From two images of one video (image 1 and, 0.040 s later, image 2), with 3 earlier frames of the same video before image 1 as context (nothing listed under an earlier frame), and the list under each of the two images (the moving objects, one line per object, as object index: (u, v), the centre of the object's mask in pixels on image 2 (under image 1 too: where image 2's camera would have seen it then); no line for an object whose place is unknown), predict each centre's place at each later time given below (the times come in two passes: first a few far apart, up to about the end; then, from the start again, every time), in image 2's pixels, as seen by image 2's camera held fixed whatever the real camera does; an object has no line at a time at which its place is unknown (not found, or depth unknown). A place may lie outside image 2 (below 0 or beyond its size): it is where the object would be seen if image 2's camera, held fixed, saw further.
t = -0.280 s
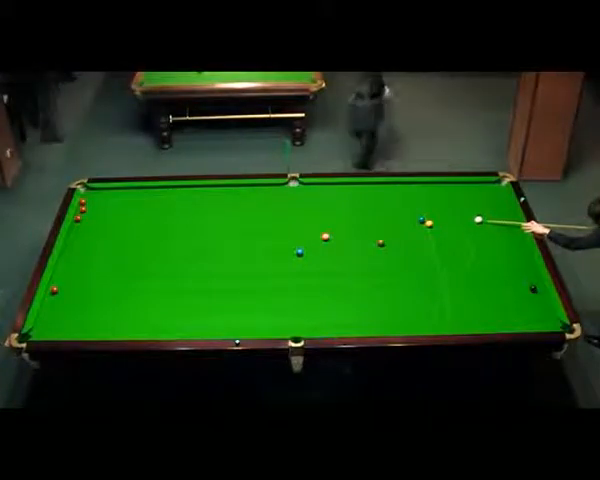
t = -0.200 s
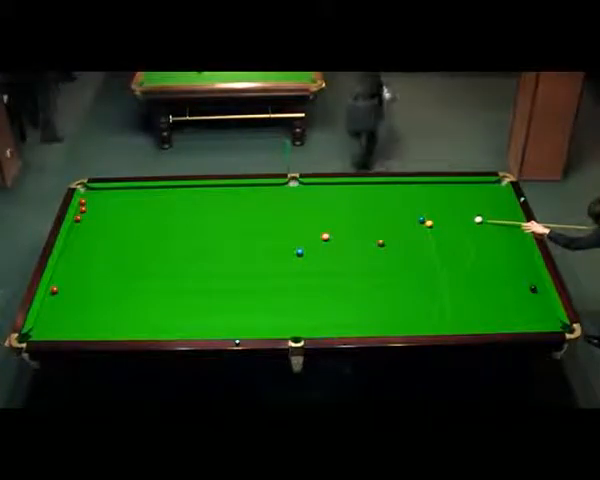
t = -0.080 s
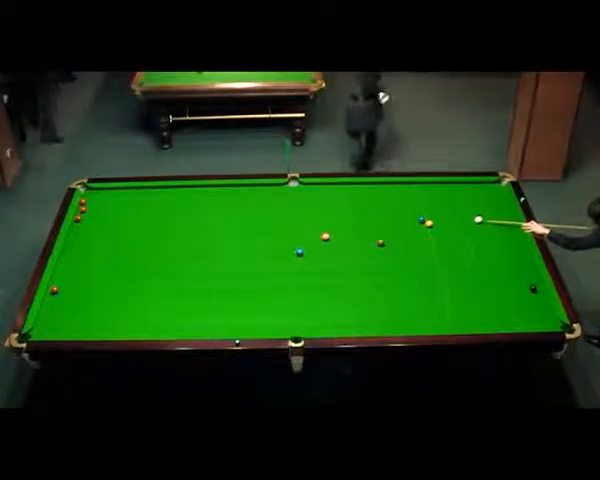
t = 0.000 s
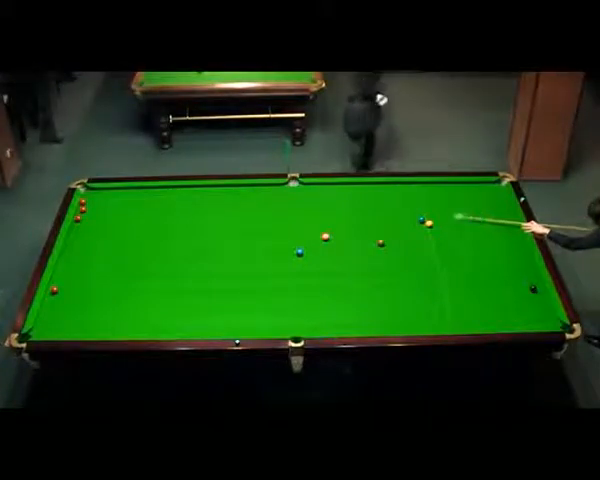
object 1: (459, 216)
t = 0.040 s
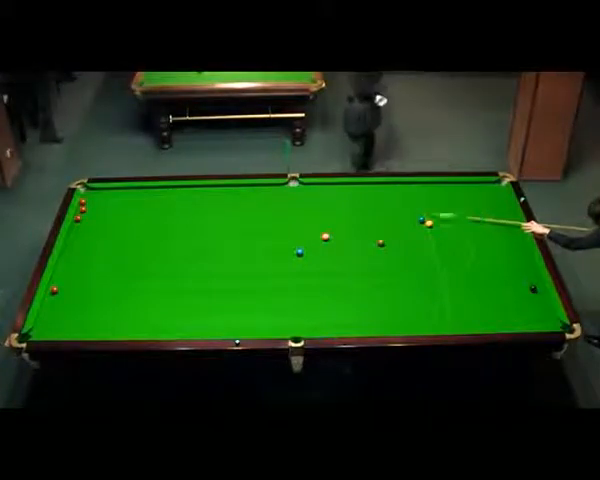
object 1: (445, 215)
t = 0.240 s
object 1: (392, 208)
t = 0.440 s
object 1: (351, 204)
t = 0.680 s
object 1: (297, 196)
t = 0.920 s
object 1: (246, 191)
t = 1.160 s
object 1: (196, 186)
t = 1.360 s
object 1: (159, 191)
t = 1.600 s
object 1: (114, 196)
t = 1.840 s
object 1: (85, 196)
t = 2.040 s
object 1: (96, 192)
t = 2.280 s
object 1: (105, 189)
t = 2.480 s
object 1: (111, 192)
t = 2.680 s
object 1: (116, 193)
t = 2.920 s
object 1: (122, 195)
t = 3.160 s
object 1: (126, 197)
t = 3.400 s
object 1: (130, 198)
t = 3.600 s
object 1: (134, 200)
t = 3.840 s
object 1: (138, 200)
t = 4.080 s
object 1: (141, 202)
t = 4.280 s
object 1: (143, 202)
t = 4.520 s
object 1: (145, 203)
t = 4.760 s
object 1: (147, 203)
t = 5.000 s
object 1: (148, 204)
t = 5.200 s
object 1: (148, 204)
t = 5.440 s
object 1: (148, 204)
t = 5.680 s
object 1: (148, 204)
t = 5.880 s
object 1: (148, 204)
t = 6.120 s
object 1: (148, 204)
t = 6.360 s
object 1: (148, 204)
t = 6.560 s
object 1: (149, 204)
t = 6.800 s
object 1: (148, 204)
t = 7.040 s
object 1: (148, 204)
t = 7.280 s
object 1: (149, 204)
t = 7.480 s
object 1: (149, 204)
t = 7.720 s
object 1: (149, 204)
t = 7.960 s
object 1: (149, 204)
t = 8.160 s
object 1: (149, 204)
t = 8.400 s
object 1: (149, 204)
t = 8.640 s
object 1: (149, 204)
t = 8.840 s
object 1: (149, 204)
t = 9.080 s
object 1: (149, 205)
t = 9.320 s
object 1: (149, 204)
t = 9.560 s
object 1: (149, 204)
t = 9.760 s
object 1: (149, 204)
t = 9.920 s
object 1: (149, 204)
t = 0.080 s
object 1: (434, 213)
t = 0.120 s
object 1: (423, 212)
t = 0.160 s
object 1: (413, 210)
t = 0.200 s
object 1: (405, 209)
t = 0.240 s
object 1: (392, 208)
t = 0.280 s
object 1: (386, 207)
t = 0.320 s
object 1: (378, 206)
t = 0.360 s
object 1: (366, 205)
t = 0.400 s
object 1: (359, 204)
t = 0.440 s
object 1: (351, 204)
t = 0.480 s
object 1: (339, 202)
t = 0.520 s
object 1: (332, 201)
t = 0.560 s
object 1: (324, 200)
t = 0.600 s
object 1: (313, 197)
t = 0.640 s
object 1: (306, 196)
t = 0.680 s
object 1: (297, 196)
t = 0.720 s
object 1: (288, 195)
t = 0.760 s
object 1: (279, 195)
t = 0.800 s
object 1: (271, 194)
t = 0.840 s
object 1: (261, 193)
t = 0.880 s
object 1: (253, 192)
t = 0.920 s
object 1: (246, 191)
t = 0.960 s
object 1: (236, 190)
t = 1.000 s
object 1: (229, 189)
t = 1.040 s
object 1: (221, 189)
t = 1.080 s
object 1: (213, 188)
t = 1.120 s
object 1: (205, 185)
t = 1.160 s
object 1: (196, 186)
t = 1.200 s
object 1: (191, 189)
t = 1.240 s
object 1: (182, 189)
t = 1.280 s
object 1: (177, 189)
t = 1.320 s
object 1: (166, 191)
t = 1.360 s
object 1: (159, 191)
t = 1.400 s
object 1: (152, 192)
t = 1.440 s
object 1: (145, 192)
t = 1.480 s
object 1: (138, 194)
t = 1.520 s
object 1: (130, 194)
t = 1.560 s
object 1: (123, 194)
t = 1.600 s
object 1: (114, 196)
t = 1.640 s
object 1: (110, 196)
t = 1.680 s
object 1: (101, 197)
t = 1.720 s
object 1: (94, 198)
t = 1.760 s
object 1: (87, 198)
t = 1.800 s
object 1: (86, 197)
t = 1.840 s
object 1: (85, 196)
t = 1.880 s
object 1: (88, 195)
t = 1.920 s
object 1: (90, 194)
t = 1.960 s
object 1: (92, 193)
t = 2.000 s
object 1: (94, 193)
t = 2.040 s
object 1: (96, 192)
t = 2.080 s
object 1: (98, 191)
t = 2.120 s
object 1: (99, 191)
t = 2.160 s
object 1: (101, 190)
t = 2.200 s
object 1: (103, 189)
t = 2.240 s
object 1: (103, 189)
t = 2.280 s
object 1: (105, 189)
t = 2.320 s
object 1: (107, 190)
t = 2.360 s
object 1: (108, 191)
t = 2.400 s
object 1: (109, 191)
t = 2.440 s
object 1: (111, 191)
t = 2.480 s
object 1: (111, 192)
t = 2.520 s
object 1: (112, 192)
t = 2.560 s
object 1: (113, 192)
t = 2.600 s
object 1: (115, 193)
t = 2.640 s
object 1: (115, 193)
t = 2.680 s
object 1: (116, 193)
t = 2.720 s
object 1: (117, 193)
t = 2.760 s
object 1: (118, 193)
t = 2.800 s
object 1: (119, 194)
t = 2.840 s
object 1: (119, 194)
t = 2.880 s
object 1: (120, 194)
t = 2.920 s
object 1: (122, 195)
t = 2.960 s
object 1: (123, 196)
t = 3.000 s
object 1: (124, 196)
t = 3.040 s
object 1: (125, 196)
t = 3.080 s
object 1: (125, 196)
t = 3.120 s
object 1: (126, 197)
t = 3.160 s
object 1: (126, 197)
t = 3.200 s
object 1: (127, 197)
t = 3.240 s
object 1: (128, 197)
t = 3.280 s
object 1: (129, 198)
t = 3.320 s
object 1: (129, 198)
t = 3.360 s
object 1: (130, 198)
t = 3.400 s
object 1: (130, 198)
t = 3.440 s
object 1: (132, 198)
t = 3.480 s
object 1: (132, 199)
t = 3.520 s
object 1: (133, 199)
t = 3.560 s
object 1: (134, 200)
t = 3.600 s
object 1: (134, 200)
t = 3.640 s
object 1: (135, 200)
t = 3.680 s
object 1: (136, 200)
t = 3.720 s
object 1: (136, 200)
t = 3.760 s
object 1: (136, 200)
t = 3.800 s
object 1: (137, 200)
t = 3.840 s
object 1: (138, 200)
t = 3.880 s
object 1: (138, 200)
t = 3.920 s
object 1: (139, 201)
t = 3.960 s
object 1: (139, 201)
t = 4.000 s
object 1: (140, 201)
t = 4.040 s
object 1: (140, 201)
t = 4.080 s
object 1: (141, 202)
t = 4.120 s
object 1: (141, 202)
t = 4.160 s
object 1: (141, 202)
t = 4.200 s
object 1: (142, 202)
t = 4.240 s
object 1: (143, 202)
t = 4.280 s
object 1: (143, 202)
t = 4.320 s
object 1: (143, 202)
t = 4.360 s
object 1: (144, 203)
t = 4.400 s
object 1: (144, 203)
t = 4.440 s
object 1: (145, 203)
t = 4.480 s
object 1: (145, 203)
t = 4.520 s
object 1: (145, 203)
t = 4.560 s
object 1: (146, 203)
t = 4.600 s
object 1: (146, 203)
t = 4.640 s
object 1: (146, 203)
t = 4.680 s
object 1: (146, 203)
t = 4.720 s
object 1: (147, 203)
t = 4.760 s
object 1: (147, 203)
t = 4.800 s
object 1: (147, 204)
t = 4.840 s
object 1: (147, 204)
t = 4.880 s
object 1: (148, 204)
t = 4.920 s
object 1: (148, 204)
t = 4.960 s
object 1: (148, 204)
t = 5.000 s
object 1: (148, 204)
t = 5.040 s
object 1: (148, 204)
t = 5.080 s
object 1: (148, 204)
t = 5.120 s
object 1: (148, 204)
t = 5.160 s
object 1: (148, 204)
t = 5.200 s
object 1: (148, 204)
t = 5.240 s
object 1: (148, 204)
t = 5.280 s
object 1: (148, 204)
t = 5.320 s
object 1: (148, 204)
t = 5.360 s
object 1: (148, 204)
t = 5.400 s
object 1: (148, 204)
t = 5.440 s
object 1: (148, 204)
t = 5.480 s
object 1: (148, 204)
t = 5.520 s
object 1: (148, 204)
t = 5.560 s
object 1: (148, 204)
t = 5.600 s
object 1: (148, 204)
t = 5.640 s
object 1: (148, 204)
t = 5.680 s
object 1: (148, 204)
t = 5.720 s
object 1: (148, 204)
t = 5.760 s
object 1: (148, 204)
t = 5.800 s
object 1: (148, 204)
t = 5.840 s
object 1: (148, 204)
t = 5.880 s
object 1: (148, 204)
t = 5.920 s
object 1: (148, 204)
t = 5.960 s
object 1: (148, 204)
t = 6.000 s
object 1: (148, 204)
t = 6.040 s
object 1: (148, 204)
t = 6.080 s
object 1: (148, 204)
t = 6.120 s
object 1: (148, 204)
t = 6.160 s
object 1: (148, 204)
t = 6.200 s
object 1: (148, 204)
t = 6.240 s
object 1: (148, 204)
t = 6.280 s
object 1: (148, 204)
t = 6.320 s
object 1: (148, 204)
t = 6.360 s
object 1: (148, 204)
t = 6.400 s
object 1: (148, 204)
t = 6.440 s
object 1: (148, 204)
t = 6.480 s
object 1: (149, 204)
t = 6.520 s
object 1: (149, 204)
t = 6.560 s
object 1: (149, 204)
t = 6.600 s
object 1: (149, 204)
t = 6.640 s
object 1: (148, 204)
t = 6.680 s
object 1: (148, 204)
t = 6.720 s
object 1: (148, 204)
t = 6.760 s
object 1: (148, 204)
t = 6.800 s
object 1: (148, 204)
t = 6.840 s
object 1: (148, 204)
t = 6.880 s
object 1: (149, 204)
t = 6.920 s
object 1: (148, 204)
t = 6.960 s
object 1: (148, 204)
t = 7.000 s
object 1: (148, 204)
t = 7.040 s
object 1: (148, 204)
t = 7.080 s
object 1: (148, 204)
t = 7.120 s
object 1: (149, 204)
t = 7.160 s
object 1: (149, 204)
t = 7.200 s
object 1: (148, 204)
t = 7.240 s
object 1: (148, 204)
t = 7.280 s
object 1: (149, 204)
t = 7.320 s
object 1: (149, 204)
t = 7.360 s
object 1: (149, 204)
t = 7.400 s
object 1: (149, 204)
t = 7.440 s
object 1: (149, 204)
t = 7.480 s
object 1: (149, 204)
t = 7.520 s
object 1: (149, 204)
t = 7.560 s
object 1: (149, 204)
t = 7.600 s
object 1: (149, 204)
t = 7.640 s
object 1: (149, 204)
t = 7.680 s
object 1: (149, 204)
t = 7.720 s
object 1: (149, 204)
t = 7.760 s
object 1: (149, 204)
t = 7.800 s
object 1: (149, 204)
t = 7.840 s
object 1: (149, 204)
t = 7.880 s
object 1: (149, 204)
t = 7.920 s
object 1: (149, 204)
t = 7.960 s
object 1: (149, 204)
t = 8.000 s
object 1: (149, 205)
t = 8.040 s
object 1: (149, 204)
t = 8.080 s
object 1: (149, 204)
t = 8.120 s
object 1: (149, 204)
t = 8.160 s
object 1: (149, 204)
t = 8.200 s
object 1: (149, 204)
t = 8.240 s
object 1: (149, 204)
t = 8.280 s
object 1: (149, 204)
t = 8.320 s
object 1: (149, 204)
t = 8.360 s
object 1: (149, 204)
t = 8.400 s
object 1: (149, 204)
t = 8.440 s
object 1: (149, 204)
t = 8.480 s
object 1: (149, 204)
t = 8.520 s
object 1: (149, 204)
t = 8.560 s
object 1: (149, 204)
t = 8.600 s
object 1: (149, 204)
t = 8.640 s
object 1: (149, 204)
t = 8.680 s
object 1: (149, 204)
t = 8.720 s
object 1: (149, 204)
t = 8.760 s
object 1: (149, 204)
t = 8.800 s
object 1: (149, 204)
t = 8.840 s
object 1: (149, 204)
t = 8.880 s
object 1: (149, 204)
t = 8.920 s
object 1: (149, 204)
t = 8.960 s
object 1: (149, 204)
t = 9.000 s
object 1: (149, 204)
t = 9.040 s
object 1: (149, 205)
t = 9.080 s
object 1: (149, 205)
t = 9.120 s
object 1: (149, 204)
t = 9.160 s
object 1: (149, 204)
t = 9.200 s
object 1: (149, 204)
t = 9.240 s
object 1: (149, 204)
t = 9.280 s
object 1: (149, 204)
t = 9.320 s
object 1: (149, 204)
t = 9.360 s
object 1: (149, 204)
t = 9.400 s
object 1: (149, 204)
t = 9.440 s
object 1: (149, 204)
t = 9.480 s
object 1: (149, 204)
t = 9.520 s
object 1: (149, 204)
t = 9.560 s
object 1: (149, 204)
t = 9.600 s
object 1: (148, 204)
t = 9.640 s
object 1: (148, 204)
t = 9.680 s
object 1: (149, 204)
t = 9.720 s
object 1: (149, 204)
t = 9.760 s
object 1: (149, 204)
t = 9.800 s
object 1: (149, 204)
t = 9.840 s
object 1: (149, 204)
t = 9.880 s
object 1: (149, 204)
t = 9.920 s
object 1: (149, 204)
